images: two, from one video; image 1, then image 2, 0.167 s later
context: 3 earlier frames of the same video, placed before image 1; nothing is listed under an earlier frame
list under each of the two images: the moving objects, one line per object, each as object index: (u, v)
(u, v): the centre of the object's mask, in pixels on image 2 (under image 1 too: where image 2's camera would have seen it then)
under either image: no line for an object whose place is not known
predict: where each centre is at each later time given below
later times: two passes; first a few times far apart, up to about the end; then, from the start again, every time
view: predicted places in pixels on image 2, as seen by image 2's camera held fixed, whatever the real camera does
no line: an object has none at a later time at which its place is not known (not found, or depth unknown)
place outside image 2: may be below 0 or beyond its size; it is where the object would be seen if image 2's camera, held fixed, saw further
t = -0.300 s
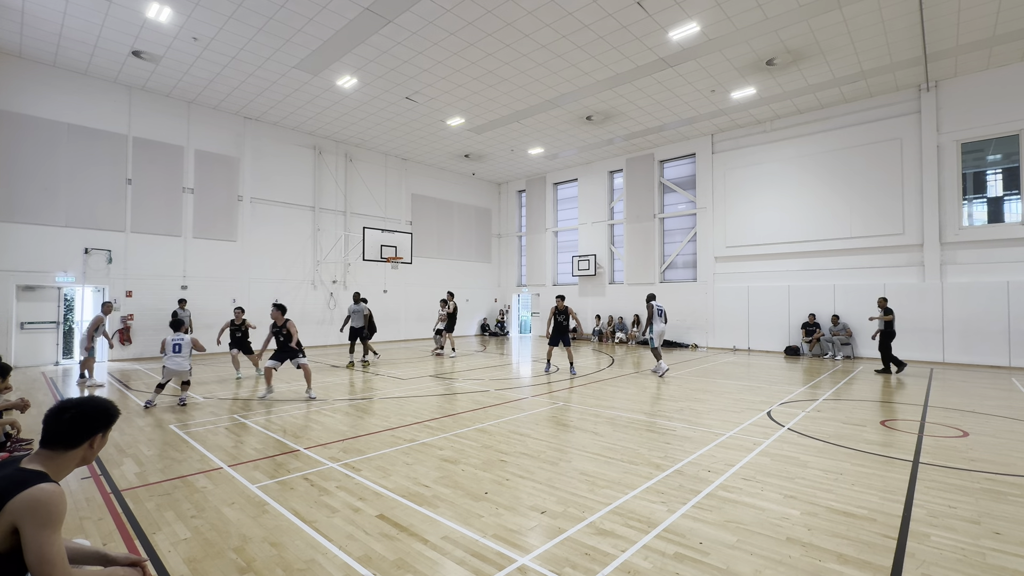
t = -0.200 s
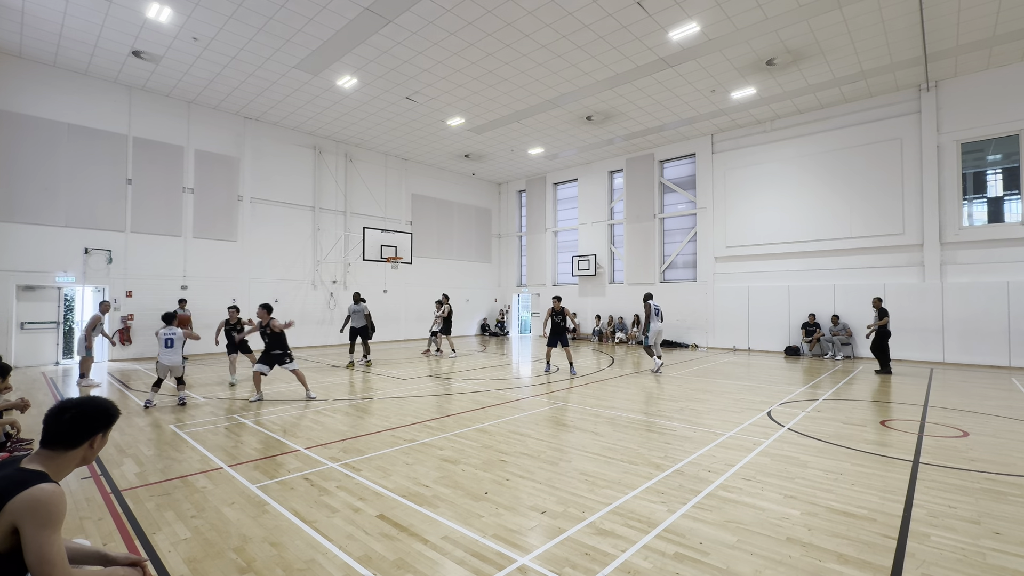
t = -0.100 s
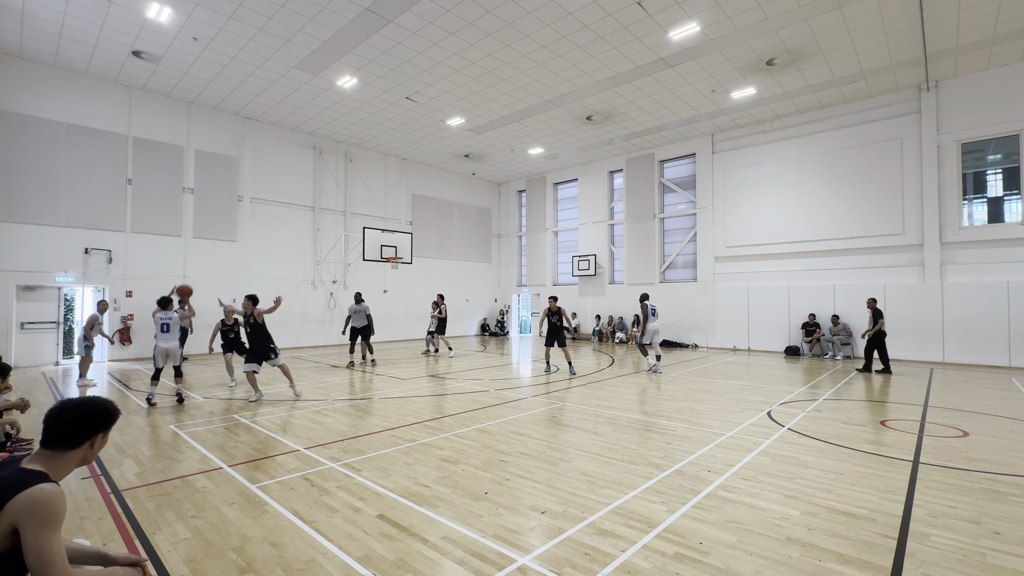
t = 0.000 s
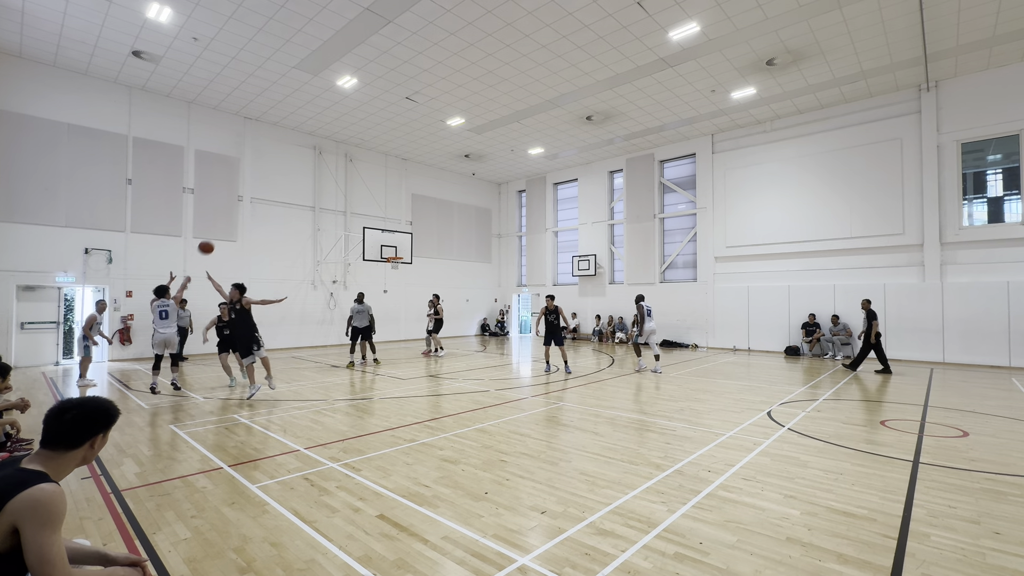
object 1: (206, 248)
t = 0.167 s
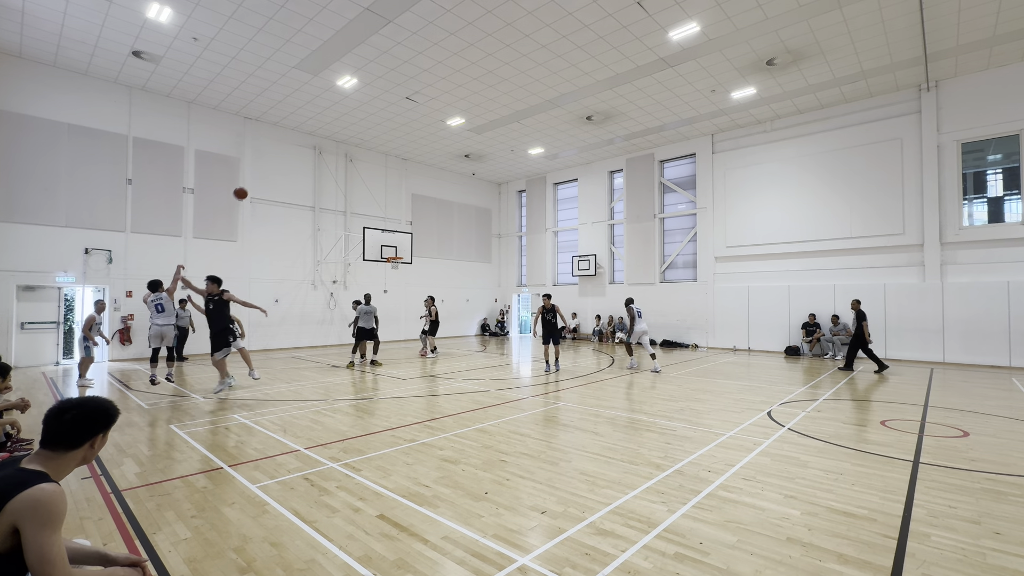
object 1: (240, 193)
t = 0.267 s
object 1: (258, 172)
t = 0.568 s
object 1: (302, 143)
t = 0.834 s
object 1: (333, 151)
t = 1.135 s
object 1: (360, 186)
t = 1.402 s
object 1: (379, 235)
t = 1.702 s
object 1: (367, 258)
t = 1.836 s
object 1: (359, 266)
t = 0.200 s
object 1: (247, 185)
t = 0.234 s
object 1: (252, 178)
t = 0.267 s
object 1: (258, 172)
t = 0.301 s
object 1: (264, 166)
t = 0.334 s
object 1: (269, 161)
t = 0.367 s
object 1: (274, 157)
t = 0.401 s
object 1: (279, 153)
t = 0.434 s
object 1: (284, 150)
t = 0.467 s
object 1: (289, 147)
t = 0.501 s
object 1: (294, 145)
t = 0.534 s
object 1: (298, 144)
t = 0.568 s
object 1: (302, 143)
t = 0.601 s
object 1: (307, 142)
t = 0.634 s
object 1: (311, 142)
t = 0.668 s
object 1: (315, 143)
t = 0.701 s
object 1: (318, 144)
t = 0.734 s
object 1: (322, 145)
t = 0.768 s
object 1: (326, 146)
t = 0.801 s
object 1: (329, 148)
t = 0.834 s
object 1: (333, 151)
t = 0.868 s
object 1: (336, 153)
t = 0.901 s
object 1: (339, 156)
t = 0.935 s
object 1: (342, 160)
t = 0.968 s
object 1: (345, 163)
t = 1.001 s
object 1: (348, 167)
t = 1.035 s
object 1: (351, 171)
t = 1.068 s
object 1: (354, 176)
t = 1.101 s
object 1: (357, 181)
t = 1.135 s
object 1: (360, 186)
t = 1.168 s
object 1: (362, 191)
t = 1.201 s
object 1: (365, 197)
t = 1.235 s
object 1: (367, 203)
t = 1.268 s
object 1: (370, 209)
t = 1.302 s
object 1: (372, 215)
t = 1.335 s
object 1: (375, 221)
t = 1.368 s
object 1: (377, 228)
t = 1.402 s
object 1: (379, 235)
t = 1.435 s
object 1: (381, 242)
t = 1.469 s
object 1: (383, 249)
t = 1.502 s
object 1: (385, 256)
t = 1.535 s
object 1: (379, 257)
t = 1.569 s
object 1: (374, 257)
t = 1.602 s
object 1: (372, 257)
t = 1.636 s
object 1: (371, 257)
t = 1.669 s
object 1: (369, 258)
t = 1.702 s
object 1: (367, 258)
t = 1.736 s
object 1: (365, 260)
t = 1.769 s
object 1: (363, 261)
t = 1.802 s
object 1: (361, 263)
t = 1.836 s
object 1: (359, 266)
